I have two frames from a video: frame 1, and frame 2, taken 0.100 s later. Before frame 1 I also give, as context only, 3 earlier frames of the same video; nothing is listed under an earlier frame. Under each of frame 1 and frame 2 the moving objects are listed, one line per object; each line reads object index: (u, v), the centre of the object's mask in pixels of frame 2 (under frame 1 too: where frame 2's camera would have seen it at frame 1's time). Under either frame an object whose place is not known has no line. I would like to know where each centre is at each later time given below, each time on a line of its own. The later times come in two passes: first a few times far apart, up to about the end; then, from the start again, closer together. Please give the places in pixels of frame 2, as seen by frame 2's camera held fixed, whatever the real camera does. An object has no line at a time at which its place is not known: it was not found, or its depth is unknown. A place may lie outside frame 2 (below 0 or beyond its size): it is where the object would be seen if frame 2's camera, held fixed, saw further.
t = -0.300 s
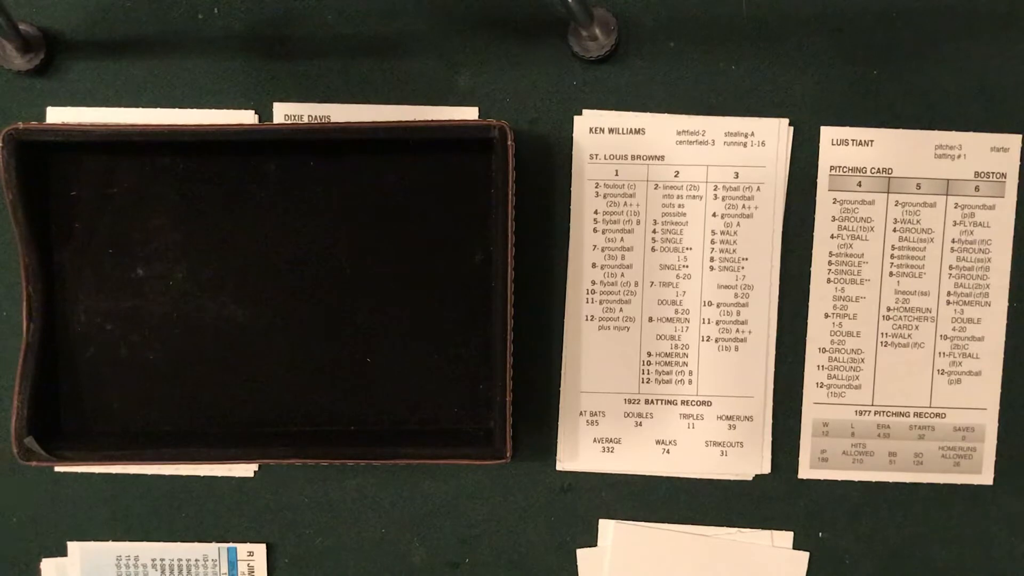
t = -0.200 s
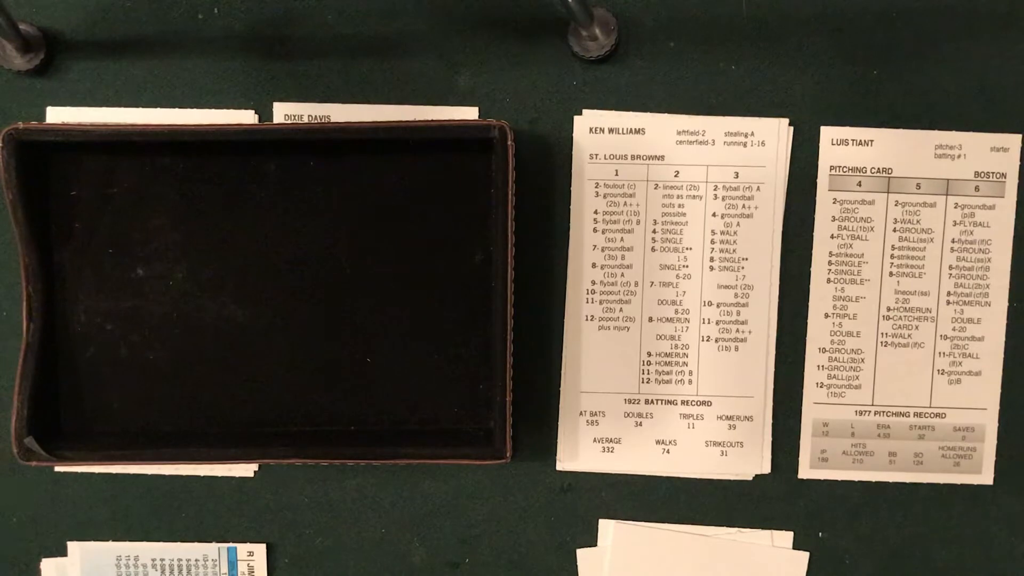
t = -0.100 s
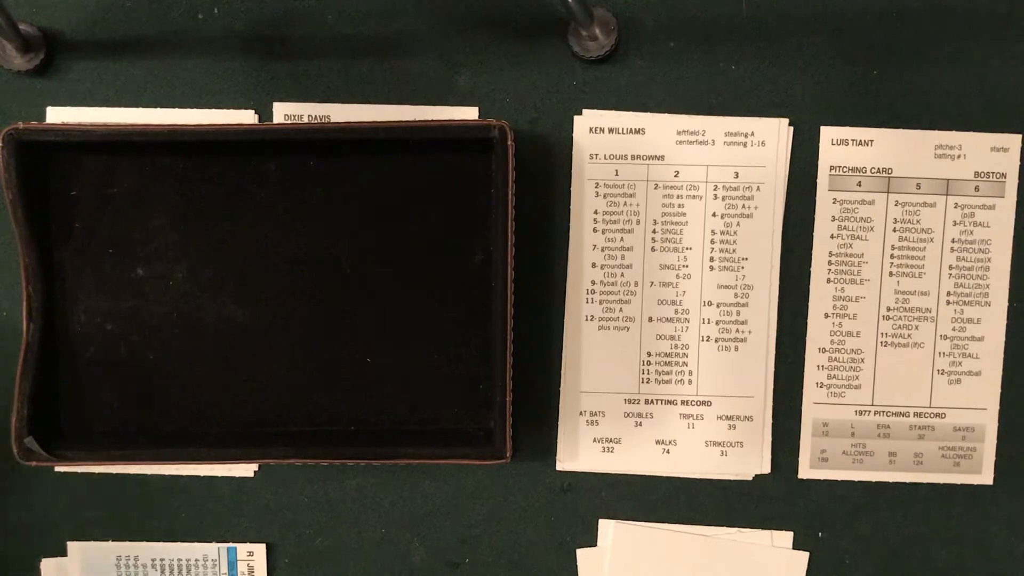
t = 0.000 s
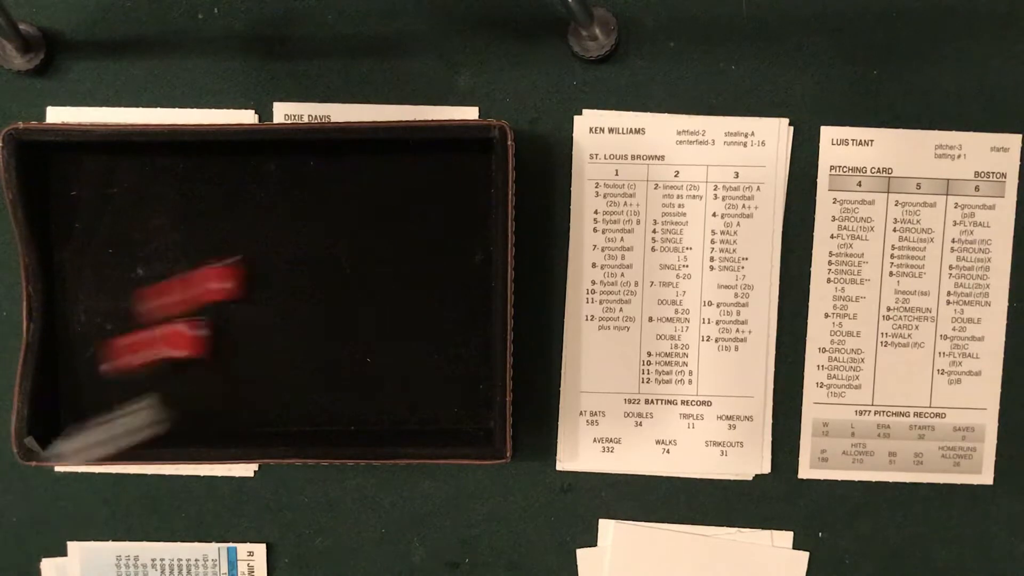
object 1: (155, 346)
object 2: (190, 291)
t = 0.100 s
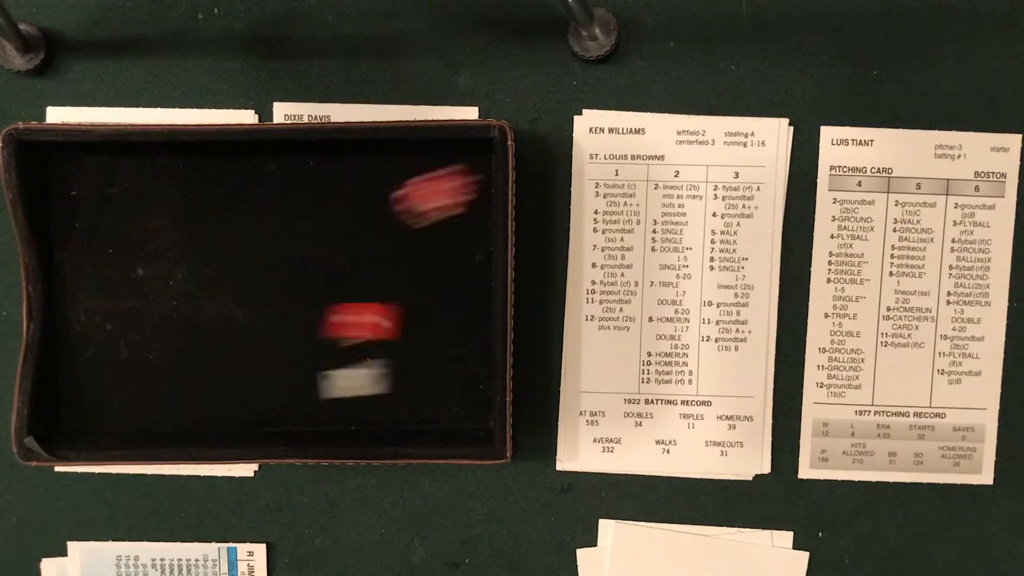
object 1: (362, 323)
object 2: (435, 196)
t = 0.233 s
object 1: (457, 317)
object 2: (427, 173)
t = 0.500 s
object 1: (446, 315)
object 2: (424, 170)
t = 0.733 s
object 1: (446, 315)
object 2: (424, 170)
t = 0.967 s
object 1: (446, 315)
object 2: (424, 170)
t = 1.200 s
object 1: (446, 315)
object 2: (424, 170)
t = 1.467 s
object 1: (446, 315)
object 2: (424, 171)
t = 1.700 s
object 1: (446, 315)
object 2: (424, 171)
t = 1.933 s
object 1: (446, 315)
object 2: (424, 171)
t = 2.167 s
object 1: (446, 315)
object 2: (424, 171)
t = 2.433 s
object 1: (446, 315)
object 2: (424, 171)
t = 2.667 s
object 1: (446, 315)
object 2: (424, 170)
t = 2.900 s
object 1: (446, 315)
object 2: (424, 170)
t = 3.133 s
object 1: (446, 315)
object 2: (424, 170)
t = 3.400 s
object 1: (446, 315)
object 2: (424, 170)
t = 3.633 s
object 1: (446, 315)
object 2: (424, 170)
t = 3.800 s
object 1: (446, 315)
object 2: (424, 171)
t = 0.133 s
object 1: (417, 322)
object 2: (463, 174)
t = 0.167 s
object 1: (461, 316)
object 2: (447, 169)
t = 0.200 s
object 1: (470, 316)
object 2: (434, 173)
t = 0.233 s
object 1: (457, 317)
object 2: (427, 173)
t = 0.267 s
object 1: (448, 315)
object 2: (424, 170)
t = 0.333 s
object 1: (446, 315)
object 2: (424, 171)
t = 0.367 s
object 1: (446, 315)
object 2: (424, 170)
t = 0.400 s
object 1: (446, 315)
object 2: (424, 170)
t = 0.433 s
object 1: (446, 315)
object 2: (424, 170)
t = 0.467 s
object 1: (446, 315)
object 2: (424, 170)
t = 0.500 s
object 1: (446, 315)
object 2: (424, 170)
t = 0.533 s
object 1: (446, 315)
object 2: (424, 170)
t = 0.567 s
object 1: (446, 315)
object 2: (424, 170)
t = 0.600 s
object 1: (446, 315)
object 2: (424, 170)
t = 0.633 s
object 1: (446, 315)
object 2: (424, 170)
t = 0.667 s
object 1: (446, 315)
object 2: (424, 170)
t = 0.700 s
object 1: (446, 315)
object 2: (424, 170)
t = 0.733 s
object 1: (446, 315)
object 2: (424, 170)
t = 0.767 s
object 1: (446, 315)
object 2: (424, 170)
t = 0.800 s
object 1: (446, 315)
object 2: (424, 170)
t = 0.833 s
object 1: (446, 315)
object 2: (424, 170)
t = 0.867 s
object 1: (446, 315)
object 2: (424, 171)
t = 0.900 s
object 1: (446, 315)
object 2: (424, 170)
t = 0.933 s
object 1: (446, 315)
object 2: (424, 170)
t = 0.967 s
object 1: (446, 315)
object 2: (424, 170)
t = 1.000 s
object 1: (446, 315)
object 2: (424, 171)
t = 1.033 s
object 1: (446, 315)
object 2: (424, 171)
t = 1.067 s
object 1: (446, 315)
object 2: (424, 170)
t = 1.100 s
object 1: (446, 315)
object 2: (425, 170)
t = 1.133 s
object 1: (446, 315)
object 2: (424, 171)
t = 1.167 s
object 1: (446, 315)
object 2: (424, 170)
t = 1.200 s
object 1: (446, 315)
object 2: (424, 170)
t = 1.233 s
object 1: (446, 315)
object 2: (424, 170)
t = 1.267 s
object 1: (446, 315)
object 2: (425, 170)
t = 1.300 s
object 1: (446, 315)
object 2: (424, 170)
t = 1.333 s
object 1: (446, 315)
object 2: (424, 170)
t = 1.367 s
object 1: (446, 315)
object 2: (424, 170)
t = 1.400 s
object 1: (446, 315)
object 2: (424, 170)
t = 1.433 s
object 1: (446, 315)
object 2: (424, 171)
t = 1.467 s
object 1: (446, 315)
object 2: (424, 171)
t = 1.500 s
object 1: (446, 315)
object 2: (424, 170)
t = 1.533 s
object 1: (446, 315)
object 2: (424, 170)
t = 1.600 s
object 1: (446, 315)
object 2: (424, 170)
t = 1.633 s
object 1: (446, 315)
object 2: (424, 171)
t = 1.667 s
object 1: (446, 315)
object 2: (424, 171)
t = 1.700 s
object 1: (446, 315)
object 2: (424, 171)
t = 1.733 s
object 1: (446, 315)
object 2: (424, 170)
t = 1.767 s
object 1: (447, 315)
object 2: (424, 170)
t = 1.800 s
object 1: (446, 315)
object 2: (424, 171)
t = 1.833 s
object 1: (446, 315)
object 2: (424, 171)
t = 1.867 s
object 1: (446, 315)
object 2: (424, 170)
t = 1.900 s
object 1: (446, 315)
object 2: (424, 171)
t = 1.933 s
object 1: (446, 315)
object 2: (424, 171)
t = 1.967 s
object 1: (446, 315)
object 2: (424, 170)
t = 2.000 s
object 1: (446, 315)
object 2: (424, 171)
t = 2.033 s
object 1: (446, 315)
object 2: (424, 170)
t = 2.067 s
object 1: (446, 315)
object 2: (424, 170)
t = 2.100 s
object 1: (446, 315)
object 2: (424, 171)
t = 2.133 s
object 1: (446, 315)
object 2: (424, 170)
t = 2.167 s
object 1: (446, 315)
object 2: (424, 171)
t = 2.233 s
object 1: (446, 315)
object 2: (424, 170)
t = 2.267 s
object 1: (446, 315)
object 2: (424, 171)
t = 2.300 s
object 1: (446, 315)
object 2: (424, 170)
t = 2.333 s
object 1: (446, 315)
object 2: (424, 171)
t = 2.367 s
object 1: (446, 315)
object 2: (424, 170)
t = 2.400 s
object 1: (446, 315)
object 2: (424, 170)
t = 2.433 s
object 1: (446, 315)
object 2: (424, 171)
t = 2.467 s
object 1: (446, 315)
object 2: (424, 171)
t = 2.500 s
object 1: (446, 315)
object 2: (424, 170)
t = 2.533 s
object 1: (446, 315)
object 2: (424, 171)
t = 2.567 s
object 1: (446, 315)
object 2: (424, 170)
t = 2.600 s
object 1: (446, 315)
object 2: (424, 171)
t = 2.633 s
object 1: (446, 315)
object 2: (424, 170)
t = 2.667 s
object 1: (446, 315)
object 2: (424, 170)
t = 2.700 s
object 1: (446, 315)
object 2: (424, 170)
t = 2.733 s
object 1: (446, 315)
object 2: (424, 170)
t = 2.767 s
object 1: (446, 315)
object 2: (424, 171)
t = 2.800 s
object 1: (446, 315)
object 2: (424, 170)
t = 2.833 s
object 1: (446, 315)
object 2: (424, 170)
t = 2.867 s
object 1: (446, 315)
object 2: (424, 170)
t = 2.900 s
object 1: (446, 315)
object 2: (424, 170)
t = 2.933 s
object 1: (446, 315)
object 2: (424, 170)
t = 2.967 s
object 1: (446, 315)
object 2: (424, 170)
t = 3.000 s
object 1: (446, 315)
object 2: (424, 170)
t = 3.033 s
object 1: (446, 315)
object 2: (424, 170)
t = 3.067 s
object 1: (446, 315)
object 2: (424, 170)
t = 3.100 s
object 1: (446, 315)
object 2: (424, 170)
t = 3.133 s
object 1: (446, 315)
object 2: (424, 170)
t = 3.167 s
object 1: (446, 315)
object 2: (425, 170)
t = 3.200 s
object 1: (446, 315)
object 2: (424, 170)
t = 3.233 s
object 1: (446, 315)
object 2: (424, 170)
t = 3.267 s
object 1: (446, 315)
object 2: (424, 170)
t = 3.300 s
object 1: (446, 315)
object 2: (424, 170)
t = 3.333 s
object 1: (446, 315)
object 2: (424, 170)
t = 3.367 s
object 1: (446, 315)
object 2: (425, 170)
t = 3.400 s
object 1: (446, 315)
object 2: (424, 170)
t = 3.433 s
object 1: (446, 315)
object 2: (424, 170)
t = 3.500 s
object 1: (446, 315)
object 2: (424, 171)
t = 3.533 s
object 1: (446, 315)
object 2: (424, 170)
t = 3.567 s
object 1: (446, 315)
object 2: (424, 171)
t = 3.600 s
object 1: (446, 315)
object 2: (424, 170)
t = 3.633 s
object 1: (446, 315)
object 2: (424, 170)
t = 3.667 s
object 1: (446, 315)
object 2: (424, 171)
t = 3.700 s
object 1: (446, 315)
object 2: (424, 171)
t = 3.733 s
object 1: (446, 315)
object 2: (424, 171)
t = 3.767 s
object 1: (446, 315)
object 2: (424, 171)
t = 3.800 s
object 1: (446, 315)
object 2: (424, 171)
